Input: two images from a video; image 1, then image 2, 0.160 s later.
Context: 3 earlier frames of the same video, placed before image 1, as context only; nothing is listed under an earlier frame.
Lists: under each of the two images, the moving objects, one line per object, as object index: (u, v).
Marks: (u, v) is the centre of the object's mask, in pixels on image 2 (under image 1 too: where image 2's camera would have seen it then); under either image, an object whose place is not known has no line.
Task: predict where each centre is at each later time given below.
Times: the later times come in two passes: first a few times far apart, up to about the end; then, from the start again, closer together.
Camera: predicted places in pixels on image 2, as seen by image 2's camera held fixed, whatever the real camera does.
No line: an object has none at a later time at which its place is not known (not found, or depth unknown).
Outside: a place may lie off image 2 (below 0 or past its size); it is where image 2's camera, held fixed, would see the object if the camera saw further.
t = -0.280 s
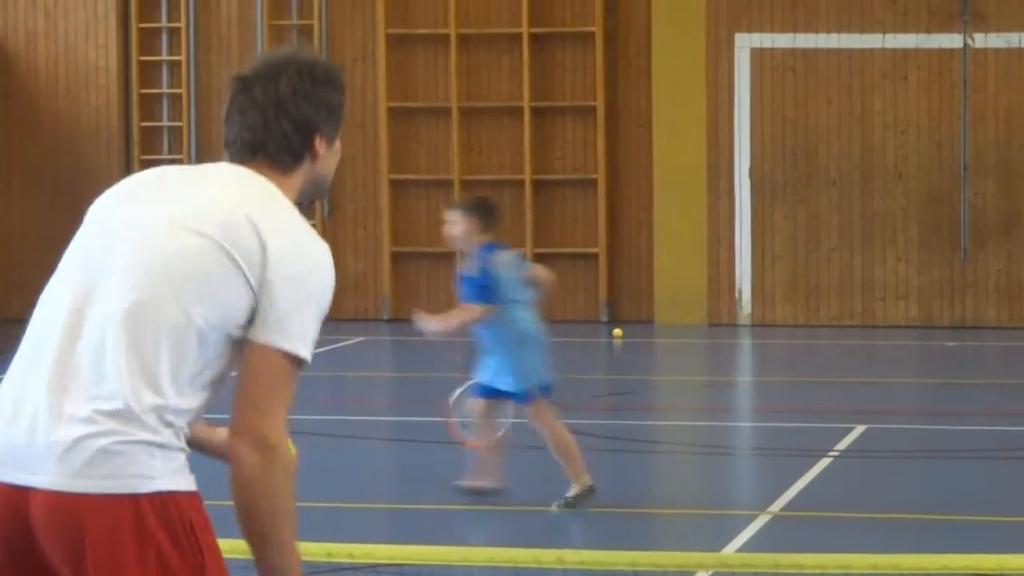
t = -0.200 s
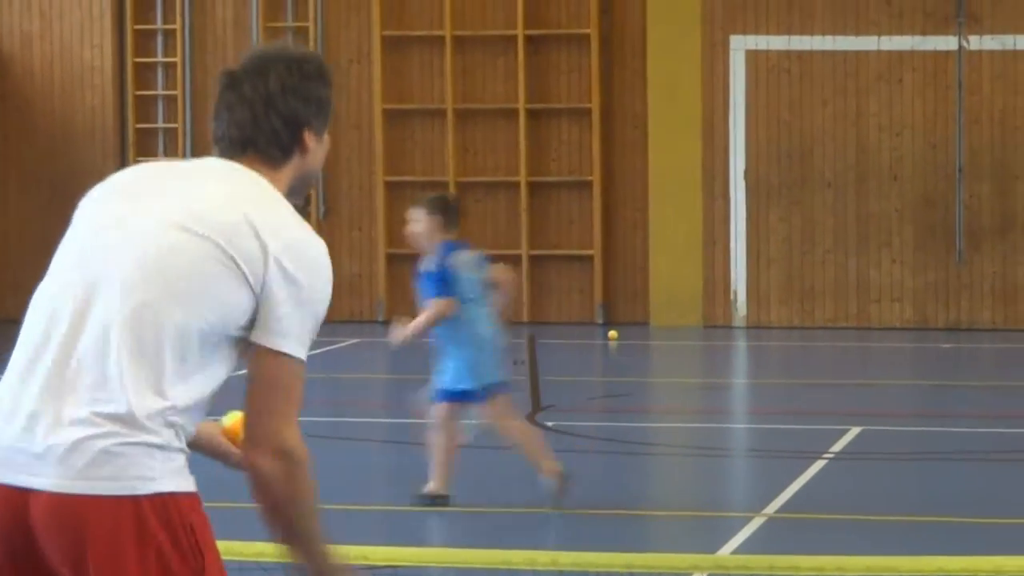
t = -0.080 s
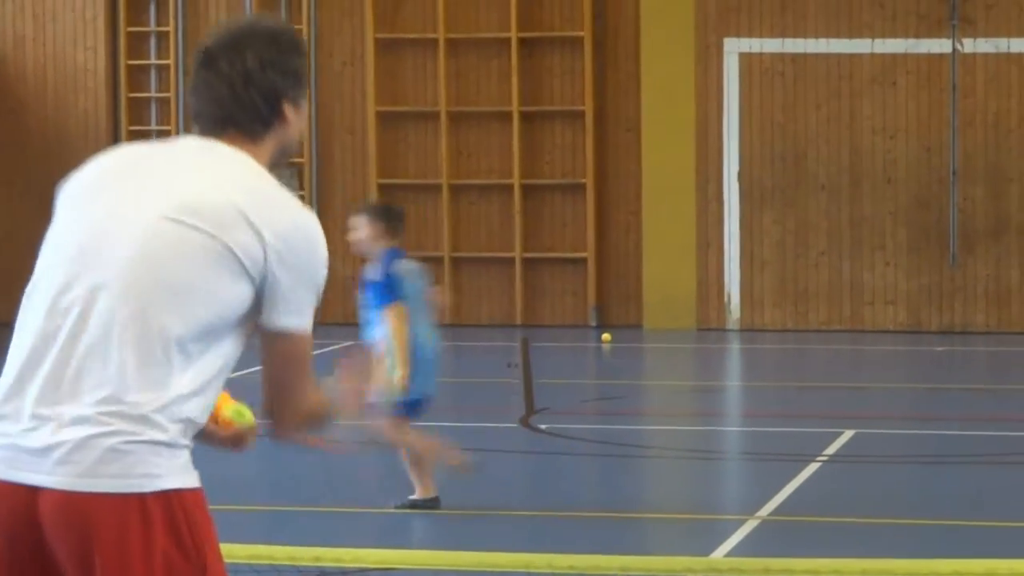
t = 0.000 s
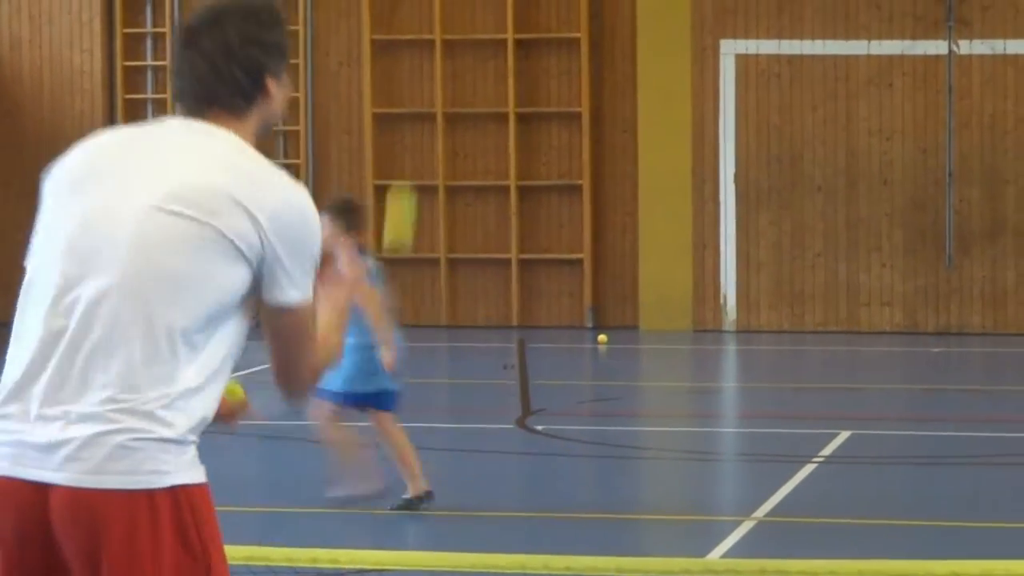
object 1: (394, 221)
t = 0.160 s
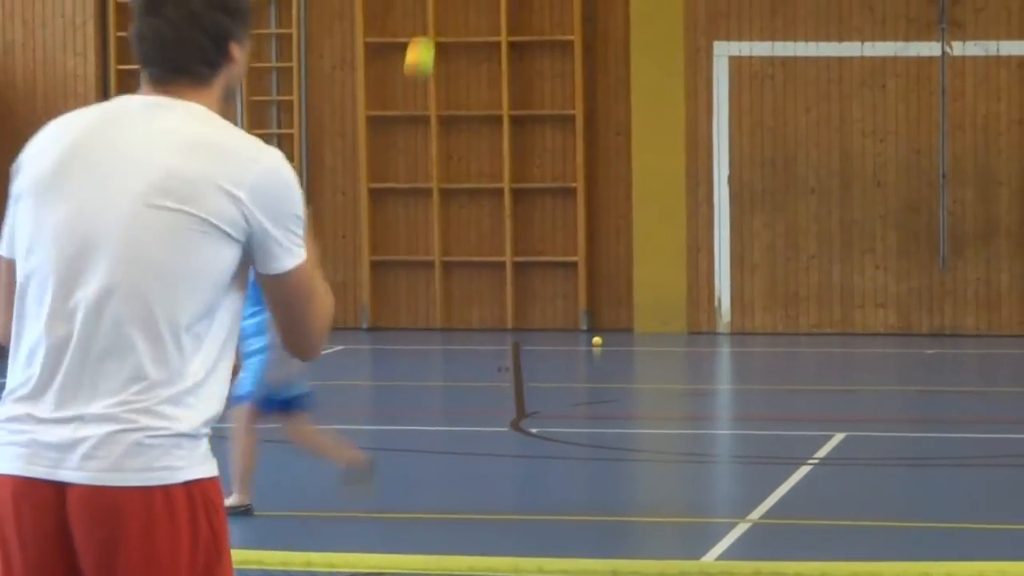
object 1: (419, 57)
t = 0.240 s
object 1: (431, 24)
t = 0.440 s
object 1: (456, 56)
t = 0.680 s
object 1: (483, 260)
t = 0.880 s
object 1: (502, 527)
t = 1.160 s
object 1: (502, 330)
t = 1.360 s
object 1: (503, 269)
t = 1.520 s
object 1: (503, 294)
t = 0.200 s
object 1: (425, 35)
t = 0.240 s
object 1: (431, 24)
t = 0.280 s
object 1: (436, 20)
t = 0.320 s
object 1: (441, 20)
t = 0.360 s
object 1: (447, 26)
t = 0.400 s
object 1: (452, 38)
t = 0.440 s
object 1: (456, 56)
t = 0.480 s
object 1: (461, 79)
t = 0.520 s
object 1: (466, 107)
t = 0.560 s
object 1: (471, 139)
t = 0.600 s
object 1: (475, 176)
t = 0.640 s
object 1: (479, 216)
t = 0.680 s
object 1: (483, 260)
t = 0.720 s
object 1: (488, 308)
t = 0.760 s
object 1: (491, 361)
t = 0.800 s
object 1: (495, 415)
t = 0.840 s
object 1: (499, 471)
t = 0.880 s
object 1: (502, 527)
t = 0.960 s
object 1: (504, 509)
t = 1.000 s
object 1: (504, 464)
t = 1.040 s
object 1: (503, 424)
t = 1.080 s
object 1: (503, 388)
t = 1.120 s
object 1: (503, 356)
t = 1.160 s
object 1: (502, 330)
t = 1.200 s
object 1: (503, 311)
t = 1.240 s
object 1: (503, 293)
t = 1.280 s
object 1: (503, 281)
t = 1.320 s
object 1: (503, 273)
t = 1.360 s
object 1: (503, 269)
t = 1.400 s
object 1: (503, 269)
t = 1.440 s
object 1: (503, 273)
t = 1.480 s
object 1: (503, 282)
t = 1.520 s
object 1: (503, 294)
